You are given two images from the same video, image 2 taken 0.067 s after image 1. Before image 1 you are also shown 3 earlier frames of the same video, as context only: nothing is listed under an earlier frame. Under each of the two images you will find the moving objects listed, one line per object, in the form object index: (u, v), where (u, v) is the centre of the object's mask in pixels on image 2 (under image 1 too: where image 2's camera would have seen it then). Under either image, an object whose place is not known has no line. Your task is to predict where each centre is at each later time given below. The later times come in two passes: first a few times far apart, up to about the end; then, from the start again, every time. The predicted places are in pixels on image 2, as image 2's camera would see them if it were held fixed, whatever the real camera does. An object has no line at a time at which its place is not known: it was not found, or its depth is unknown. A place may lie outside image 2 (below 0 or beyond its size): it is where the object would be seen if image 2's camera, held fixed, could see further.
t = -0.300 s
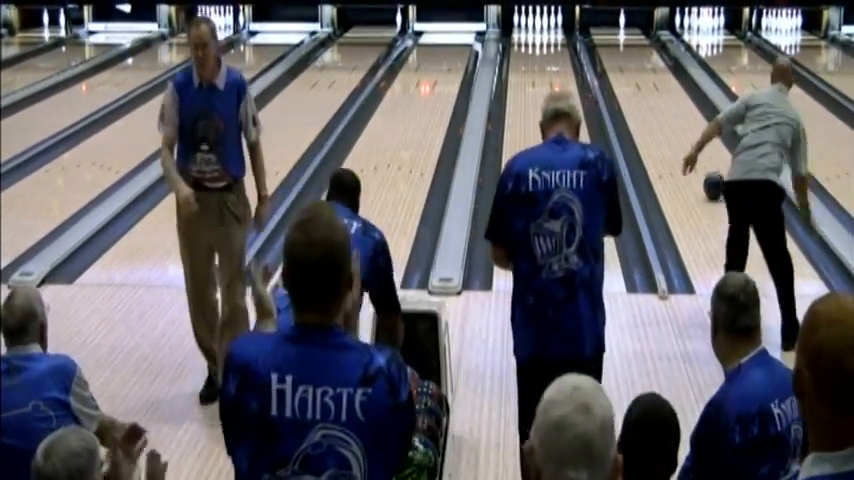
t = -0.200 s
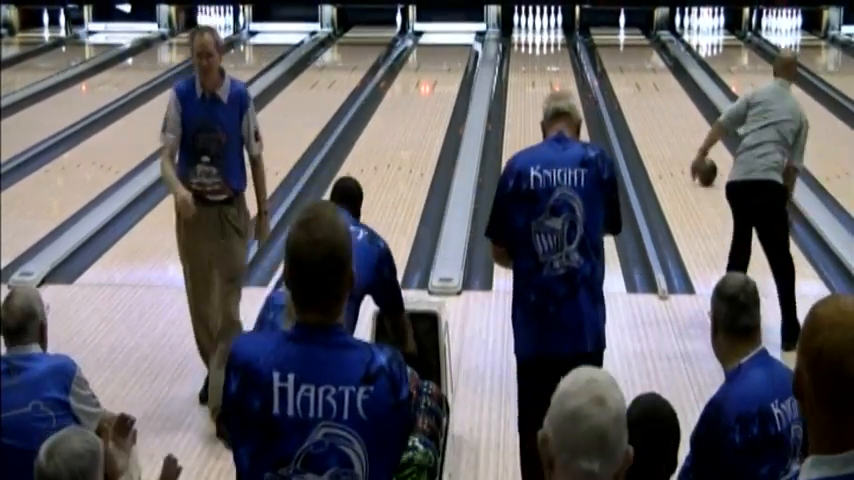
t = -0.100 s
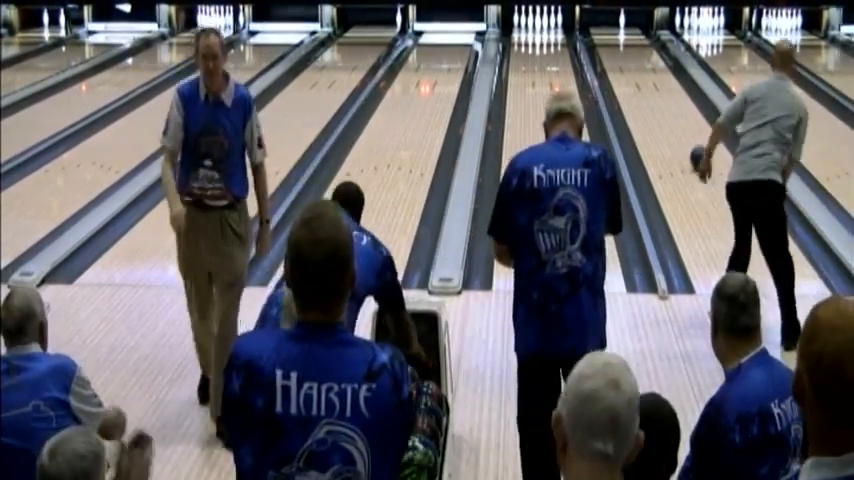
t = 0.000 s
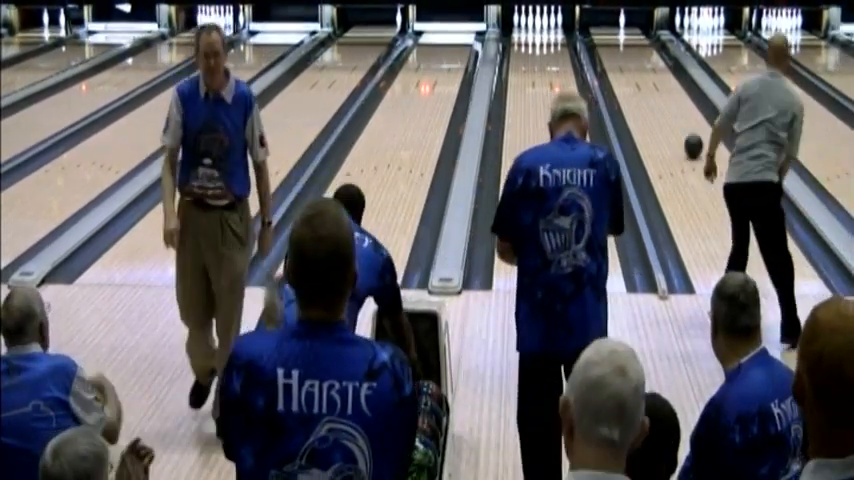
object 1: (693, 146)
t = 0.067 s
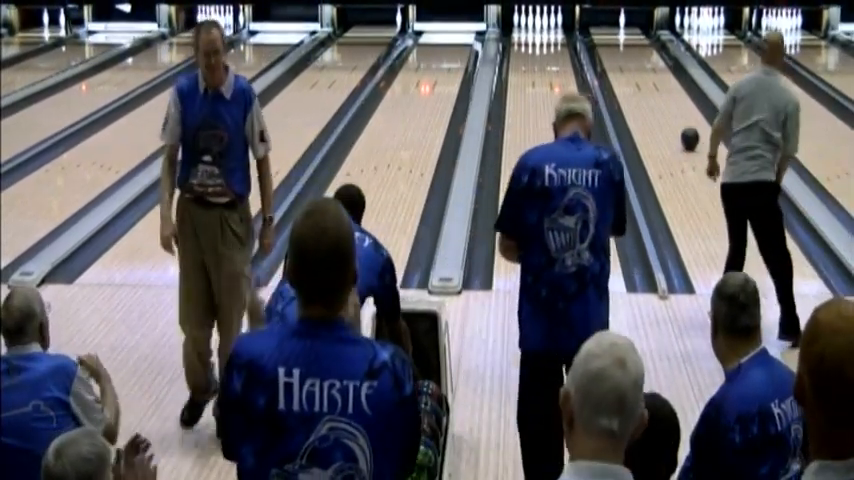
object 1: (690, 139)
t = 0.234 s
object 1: (681, 122)
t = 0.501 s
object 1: (668, 99)
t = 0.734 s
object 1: (659, 82)
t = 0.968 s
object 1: (651, 69)
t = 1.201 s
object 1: (644, 56)
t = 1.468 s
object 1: (636, 44)
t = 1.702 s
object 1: (630, 36)
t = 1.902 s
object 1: (625, 29)
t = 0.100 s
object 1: (687, 135)
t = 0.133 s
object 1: (686, 132)
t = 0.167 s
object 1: (684, 128)
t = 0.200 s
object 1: (682, 125)
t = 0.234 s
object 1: (681, 122)
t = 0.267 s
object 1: (679, 119)
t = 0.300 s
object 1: (677, 116)
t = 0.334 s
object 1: (676, 113)
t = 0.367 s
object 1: (674, 110)
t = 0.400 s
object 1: (673, 107)
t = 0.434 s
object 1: (671, 104)
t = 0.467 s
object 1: (669, 102)
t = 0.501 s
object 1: (668, 99)
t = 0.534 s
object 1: (667, 96)
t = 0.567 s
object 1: (665, 94)
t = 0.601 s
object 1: (664, 92)
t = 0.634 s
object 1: (663, 89)
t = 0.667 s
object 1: (661, 87)
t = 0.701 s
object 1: (660, 85)
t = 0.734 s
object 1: (659, 82)
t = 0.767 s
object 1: (658, 80)
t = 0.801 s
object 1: (657, 78)
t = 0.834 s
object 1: (655, 76)
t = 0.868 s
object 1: (654, 74)
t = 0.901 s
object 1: (653, 72)
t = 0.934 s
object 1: (652, 70)
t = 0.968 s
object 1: (651, 69)
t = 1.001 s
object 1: (650, 66)
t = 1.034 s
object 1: (648, 65)
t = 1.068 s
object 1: (648, 64)
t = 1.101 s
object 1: (646, 61)
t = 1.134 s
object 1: (645, 59)
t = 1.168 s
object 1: (645, 57)
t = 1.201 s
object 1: (644, 56)
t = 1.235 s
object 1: (643, 55)
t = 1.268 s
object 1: (641, 53)
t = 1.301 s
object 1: (641, 53)
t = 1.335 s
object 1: (640, 51)
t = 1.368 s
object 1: (639, 48)
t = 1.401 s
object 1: (638, 46)
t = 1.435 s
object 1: (637, 46)
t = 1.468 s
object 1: (636, 44)
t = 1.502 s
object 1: (635, 42)
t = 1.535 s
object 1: (634, 41)
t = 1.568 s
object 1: (633, 40)
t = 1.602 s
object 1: (632, 39)
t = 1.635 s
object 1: (631, 38)
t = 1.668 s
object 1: (631, 37)
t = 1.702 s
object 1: (630, 36)
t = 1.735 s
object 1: (629, 35)
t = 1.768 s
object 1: (628, 33)
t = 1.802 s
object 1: (627, 33)
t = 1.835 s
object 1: (627, 31)
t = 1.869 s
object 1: (625, 31)
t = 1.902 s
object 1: (625, 29)
